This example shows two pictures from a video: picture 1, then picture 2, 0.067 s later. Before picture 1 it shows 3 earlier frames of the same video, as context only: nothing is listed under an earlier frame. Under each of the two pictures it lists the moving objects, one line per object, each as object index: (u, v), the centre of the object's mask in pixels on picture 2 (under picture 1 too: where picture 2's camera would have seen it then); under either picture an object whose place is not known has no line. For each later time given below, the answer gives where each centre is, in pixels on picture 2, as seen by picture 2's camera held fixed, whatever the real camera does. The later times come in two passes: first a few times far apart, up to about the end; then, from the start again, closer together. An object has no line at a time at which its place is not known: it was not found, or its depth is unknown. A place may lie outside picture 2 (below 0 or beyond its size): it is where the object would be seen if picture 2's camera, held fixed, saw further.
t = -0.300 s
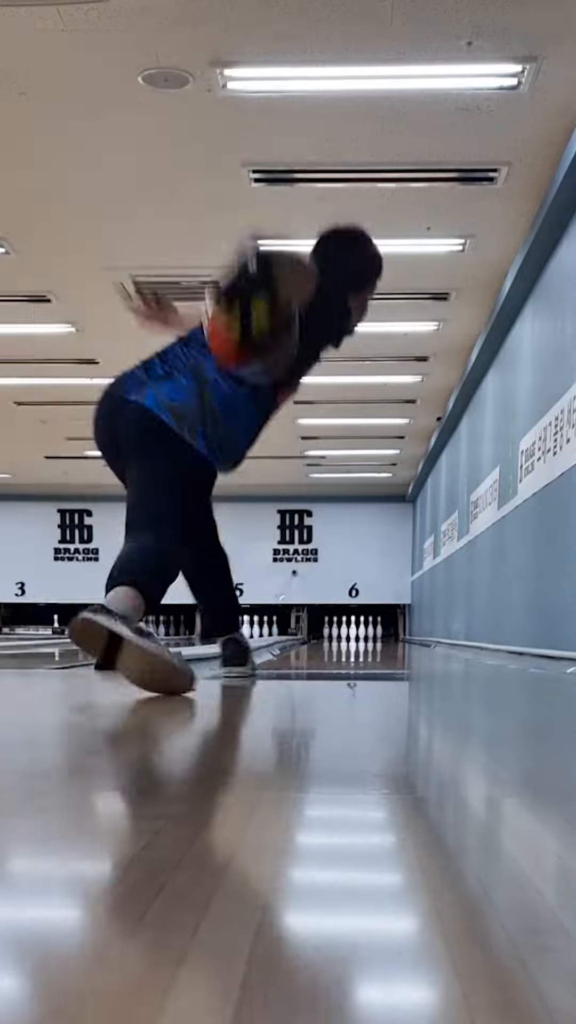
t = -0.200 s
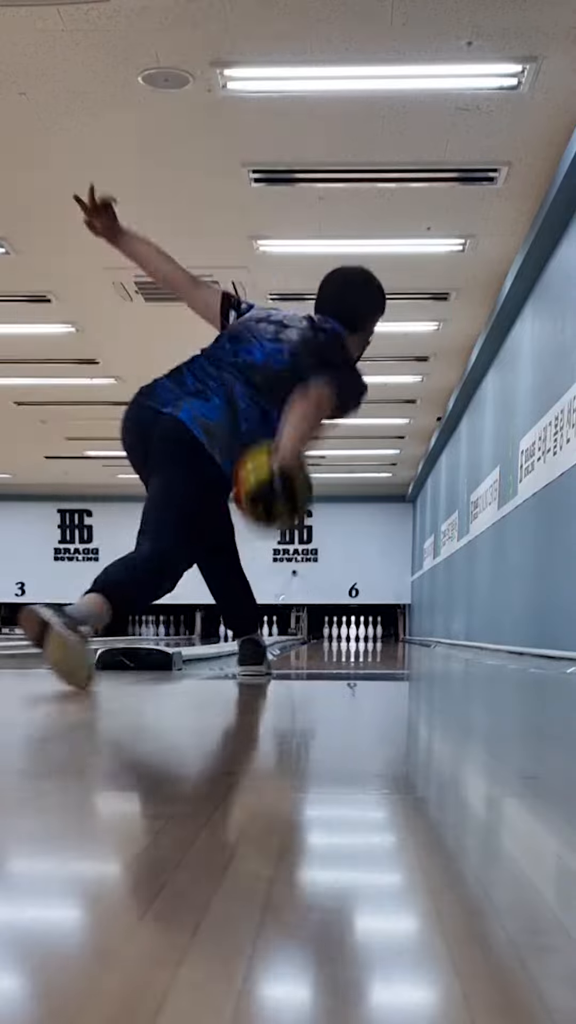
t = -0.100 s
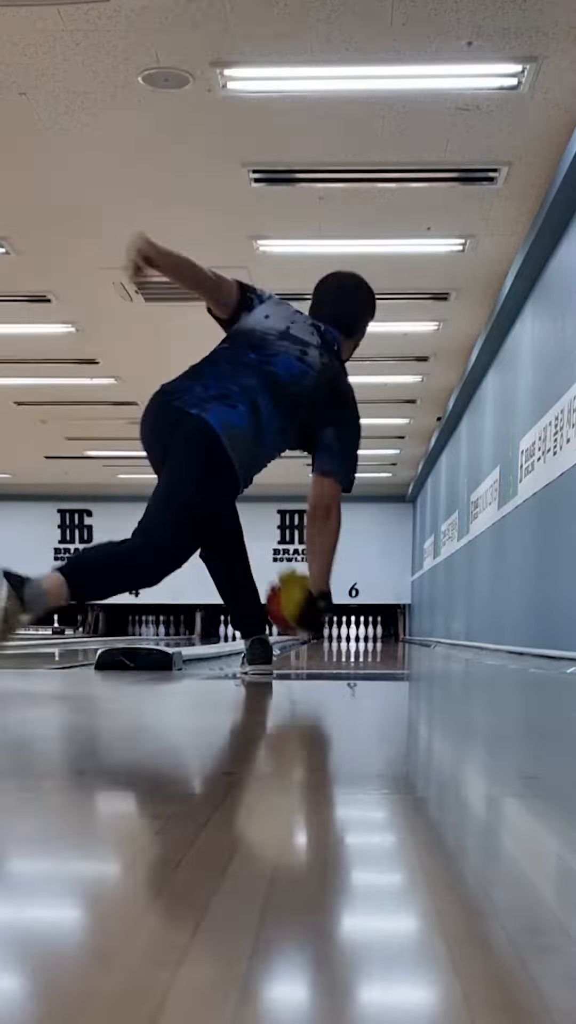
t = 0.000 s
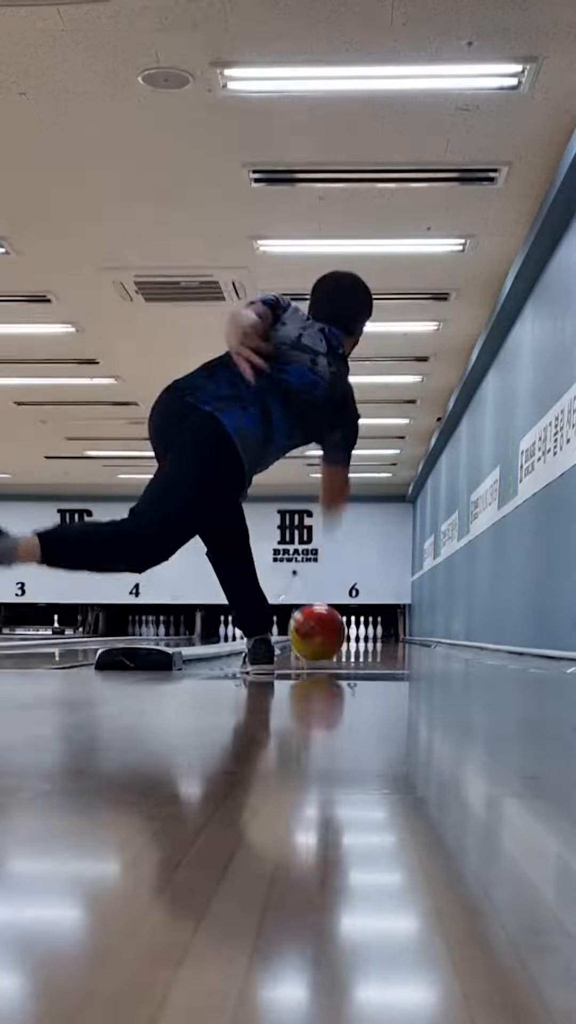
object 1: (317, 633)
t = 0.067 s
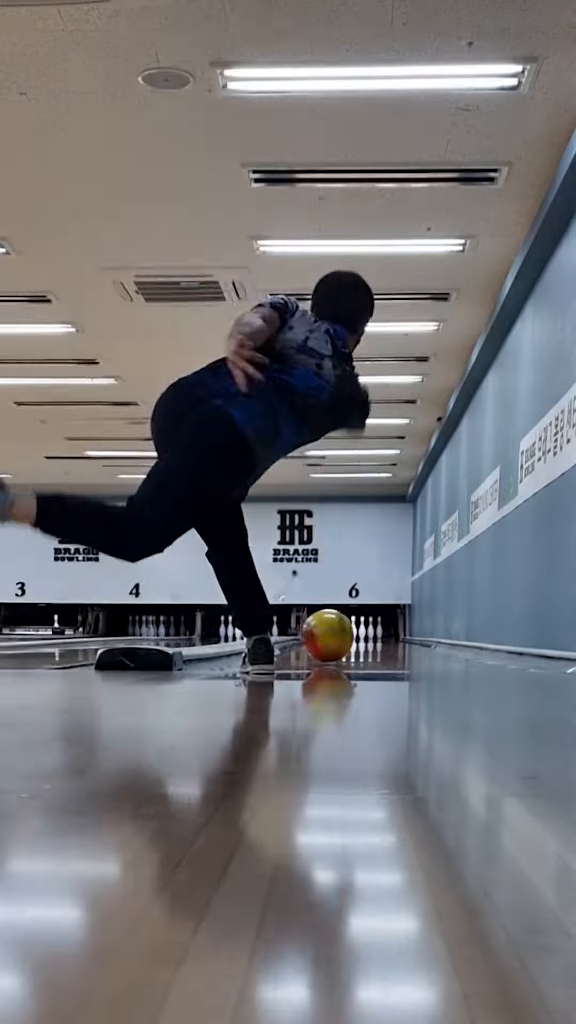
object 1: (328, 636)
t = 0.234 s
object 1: (345, 638)
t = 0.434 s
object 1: (361, 636)
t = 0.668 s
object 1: (372, 635)
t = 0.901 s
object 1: (376, 634)
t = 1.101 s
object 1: (380, 634)
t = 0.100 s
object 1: (332, 637)
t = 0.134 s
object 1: (336, 638)
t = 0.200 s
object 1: (340, 640)
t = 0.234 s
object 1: (345, 638)
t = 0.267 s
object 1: (350, 637)
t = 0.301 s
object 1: (353, 636)
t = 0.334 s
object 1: (356, 636)
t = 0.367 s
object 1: (358, 636)
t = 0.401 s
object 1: (359, 636)
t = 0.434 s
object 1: (361, 636)
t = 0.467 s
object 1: (364, 636)
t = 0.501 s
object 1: (365, 634)
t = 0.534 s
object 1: (367, 643)
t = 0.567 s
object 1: (368, 635)
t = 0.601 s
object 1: (369, 635)
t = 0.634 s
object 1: (370, 635)
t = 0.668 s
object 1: (372, 635)
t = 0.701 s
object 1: (373, 635)
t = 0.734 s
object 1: (374, 635)
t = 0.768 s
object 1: (375, 635)
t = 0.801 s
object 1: (376, 635)
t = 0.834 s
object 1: (376, 634)
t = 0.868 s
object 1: (377, 634)
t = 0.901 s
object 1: (376, 634)
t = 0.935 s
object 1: (378, 635)
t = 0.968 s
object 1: (379, 634)
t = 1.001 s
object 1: (379, 634)
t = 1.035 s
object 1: (378, 634)
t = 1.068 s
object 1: (380, 634)
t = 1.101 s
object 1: (380, 634)
